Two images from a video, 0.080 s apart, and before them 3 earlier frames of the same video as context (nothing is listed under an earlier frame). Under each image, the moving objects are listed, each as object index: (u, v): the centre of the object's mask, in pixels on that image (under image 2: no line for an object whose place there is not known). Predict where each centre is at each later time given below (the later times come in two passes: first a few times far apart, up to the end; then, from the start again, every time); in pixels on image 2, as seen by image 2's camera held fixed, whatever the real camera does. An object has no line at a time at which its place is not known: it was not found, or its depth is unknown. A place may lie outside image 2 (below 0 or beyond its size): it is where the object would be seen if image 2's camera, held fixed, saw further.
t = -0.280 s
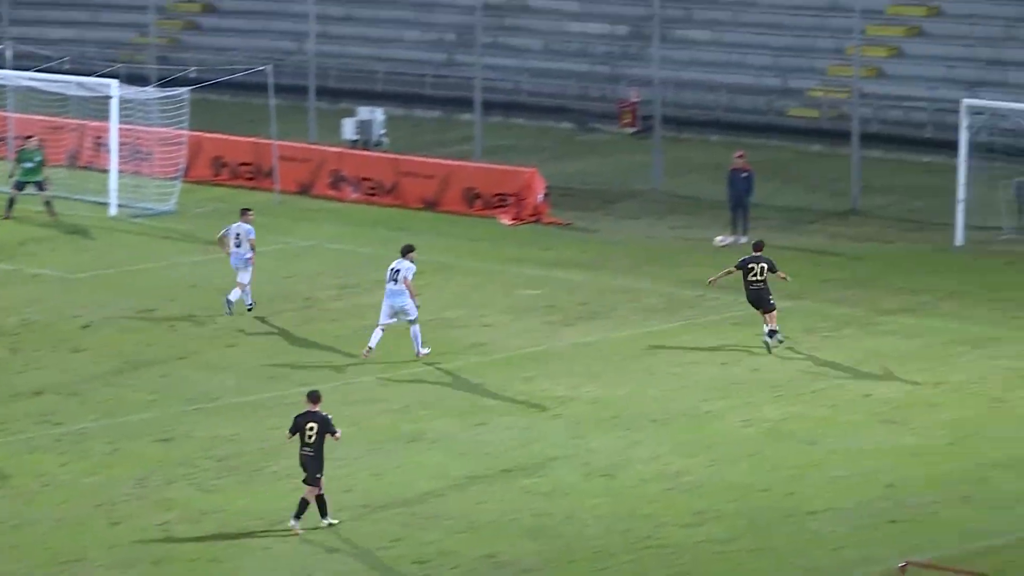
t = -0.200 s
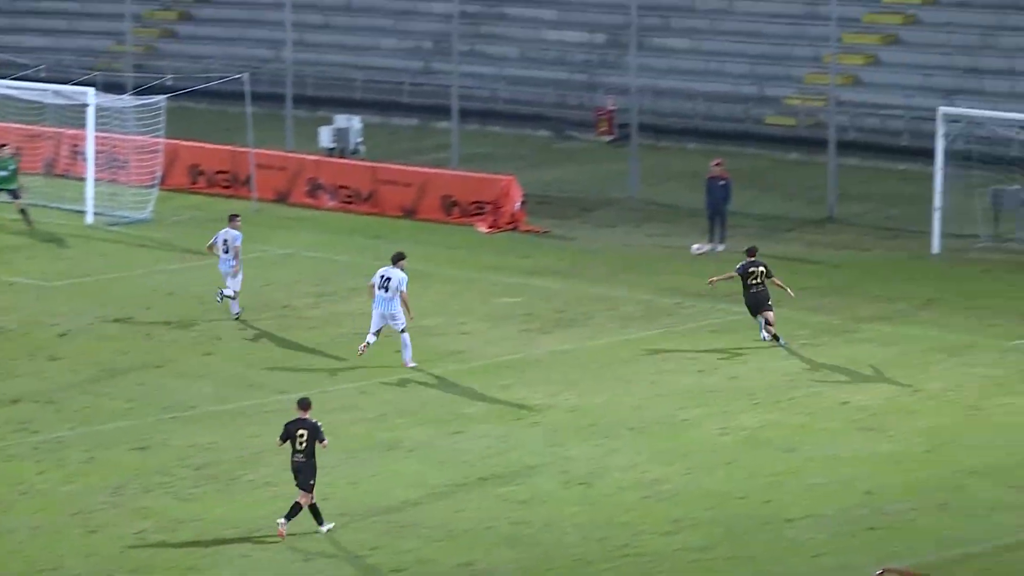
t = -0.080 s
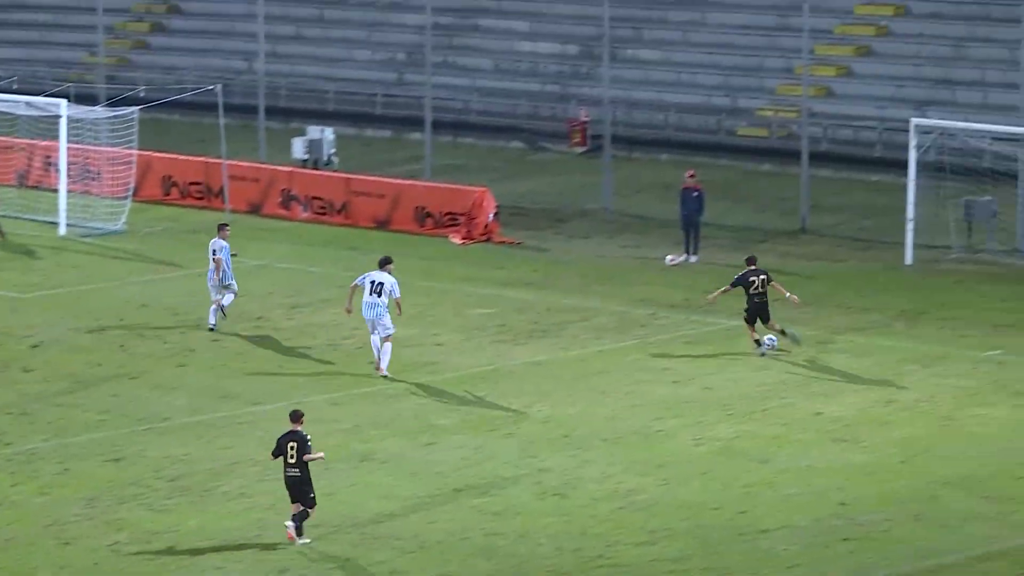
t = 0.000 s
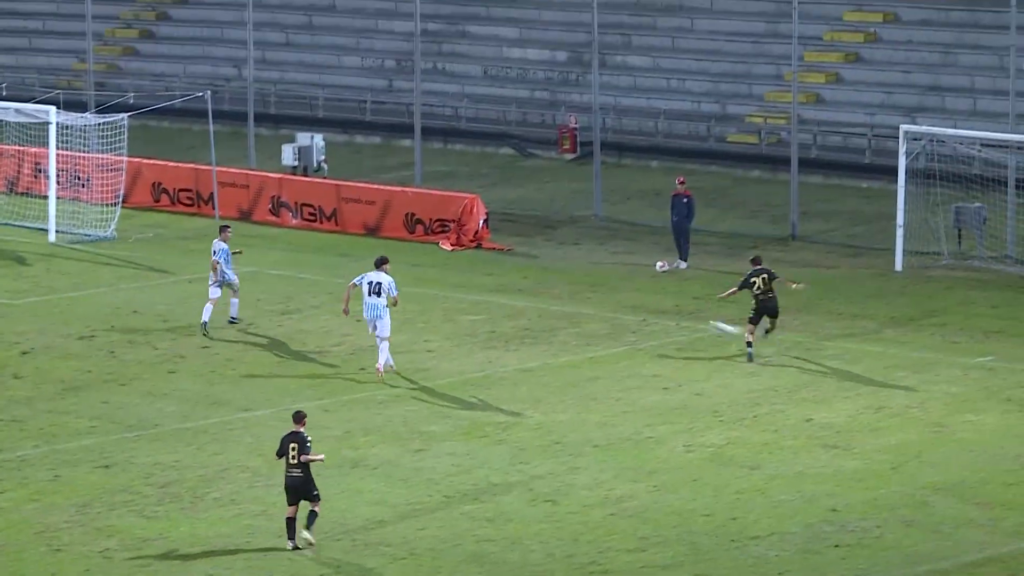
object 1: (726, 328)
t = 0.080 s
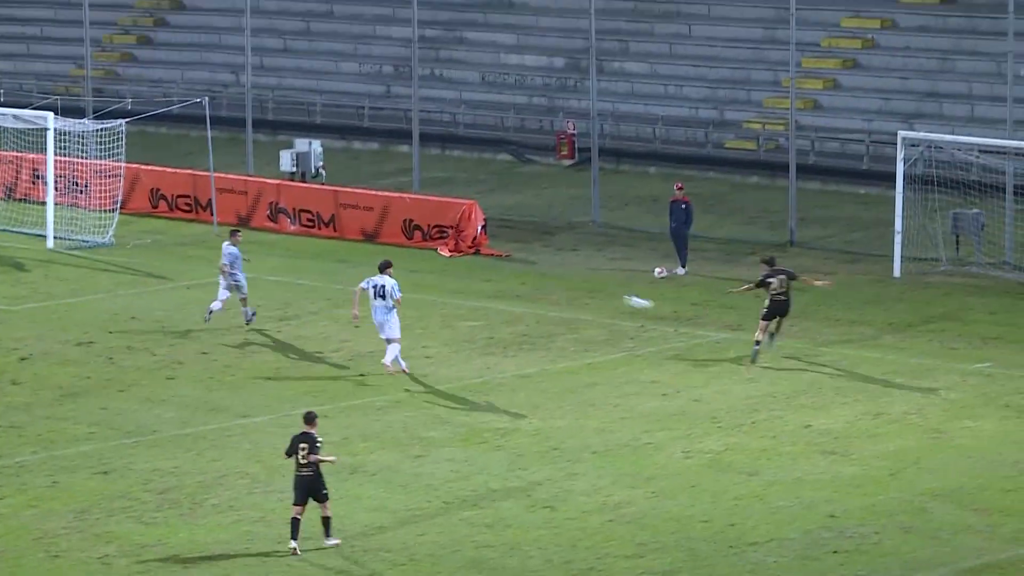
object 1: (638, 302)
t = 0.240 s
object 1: (477, 256)
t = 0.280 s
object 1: (437, 248)
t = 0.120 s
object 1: (596, 289)
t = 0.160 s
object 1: (555, 276)
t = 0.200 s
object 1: (516, 265)
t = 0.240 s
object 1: (477, 256)
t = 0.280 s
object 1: (437, 248)
